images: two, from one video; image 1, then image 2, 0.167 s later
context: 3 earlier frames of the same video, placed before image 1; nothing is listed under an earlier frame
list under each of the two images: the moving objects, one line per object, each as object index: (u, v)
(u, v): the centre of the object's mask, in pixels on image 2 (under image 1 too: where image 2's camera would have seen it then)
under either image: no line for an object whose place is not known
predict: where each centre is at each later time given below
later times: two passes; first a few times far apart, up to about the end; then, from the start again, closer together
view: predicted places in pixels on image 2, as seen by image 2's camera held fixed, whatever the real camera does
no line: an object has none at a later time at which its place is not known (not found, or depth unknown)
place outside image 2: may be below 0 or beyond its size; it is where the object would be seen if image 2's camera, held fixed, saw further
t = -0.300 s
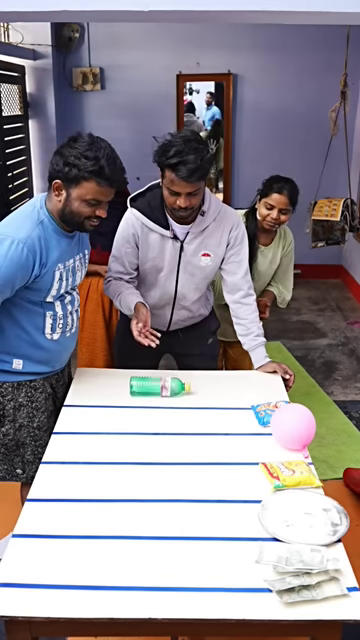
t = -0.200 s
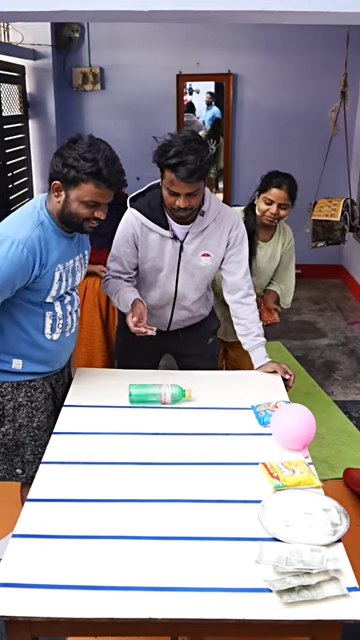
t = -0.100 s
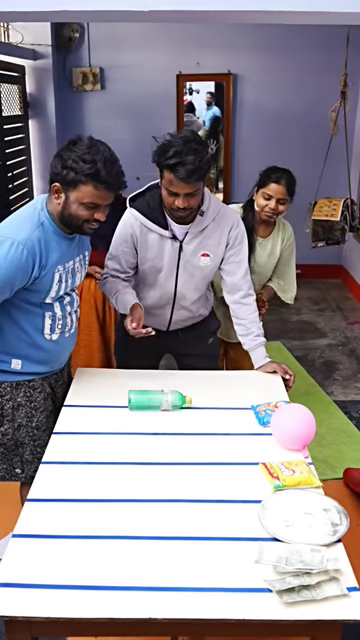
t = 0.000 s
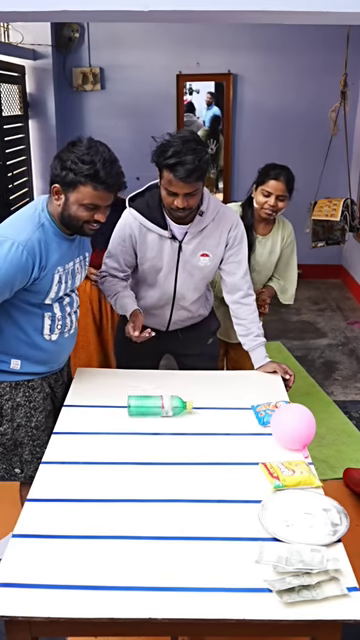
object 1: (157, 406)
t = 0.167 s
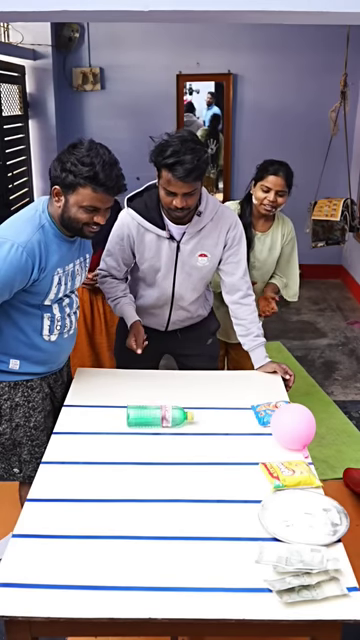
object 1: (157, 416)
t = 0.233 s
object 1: (157, 419)
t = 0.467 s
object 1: (157, 433)
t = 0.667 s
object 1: (157, 444)
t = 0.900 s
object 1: (158, 454)
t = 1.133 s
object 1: (158, 465)
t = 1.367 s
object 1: (158, 473)
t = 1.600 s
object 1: (159, 479)
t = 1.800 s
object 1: (160, 482)
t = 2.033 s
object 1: (159, 486)
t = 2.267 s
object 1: (159, 488)
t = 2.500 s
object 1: (159, 491)
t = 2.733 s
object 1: (159, 494)
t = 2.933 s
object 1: (160, 499)
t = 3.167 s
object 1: (160, 504)
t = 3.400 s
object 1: (160, 507)
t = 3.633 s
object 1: (161, 509)
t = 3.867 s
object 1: (160, 511)
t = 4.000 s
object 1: (160, 511)
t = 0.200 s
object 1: (157, 417)
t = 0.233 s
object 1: (157, 419)
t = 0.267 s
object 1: (157, 422)
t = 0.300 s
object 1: (157, 424)
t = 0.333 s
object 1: (157, 427)
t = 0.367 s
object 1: (157, 429)
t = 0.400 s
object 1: (157, 431)
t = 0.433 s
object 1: (157, 432)
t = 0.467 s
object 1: (157, 433)
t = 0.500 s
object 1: (157, 435)
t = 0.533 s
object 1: (158, 437)
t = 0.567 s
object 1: (158, 439)
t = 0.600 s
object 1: (158, 440)
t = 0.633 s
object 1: (157, 443)
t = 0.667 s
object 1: (157, 444)
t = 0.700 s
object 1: (157, 444)
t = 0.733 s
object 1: (158, 446)
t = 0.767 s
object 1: (158, 447)
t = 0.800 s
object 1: (158, 449)
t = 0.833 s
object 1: (158, 451)
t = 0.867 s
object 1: (158, 453)
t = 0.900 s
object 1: (158, 454)
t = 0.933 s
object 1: (157, 456)
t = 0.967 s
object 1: (157, 457)
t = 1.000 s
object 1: (157, 458)
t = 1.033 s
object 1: (158, 460)
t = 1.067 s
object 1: (158, 461)
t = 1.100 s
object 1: (158, 463)
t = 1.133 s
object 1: (158, 465)
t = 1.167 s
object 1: (158, 467)
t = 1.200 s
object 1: (158, 467)
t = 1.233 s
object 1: (158, 469)
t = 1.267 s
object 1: (159, 470)
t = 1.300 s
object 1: (159, 471)
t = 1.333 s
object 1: (159, 471)
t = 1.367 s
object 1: (158, 473)
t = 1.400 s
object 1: (158, 474)
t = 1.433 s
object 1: (158, 476)
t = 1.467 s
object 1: (159, 476)
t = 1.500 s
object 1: (159, 477)
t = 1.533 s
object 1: (159, 478)
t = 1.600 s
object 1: (159, 479)
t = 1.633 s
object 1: (159, 480)
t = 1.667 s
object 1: (159, 481)
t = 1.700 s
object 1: (159, 481)
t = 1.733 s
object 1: (160, 482)
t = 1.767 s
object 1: (160, 482)
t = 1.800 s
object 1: (160, 482)
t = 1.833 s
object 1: (159, 482)
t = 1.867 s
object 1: (159, 482)
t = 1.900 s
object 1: (159, 483)
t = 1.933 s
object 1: (159, 485)
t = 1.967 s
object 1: (159, 485)
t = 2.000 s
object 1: (159, 485)
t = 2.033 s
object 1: (159, 486)
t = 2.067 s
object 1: (159, 486)
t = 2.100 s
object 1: (159, 486)
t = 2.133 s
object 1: (159, 487)
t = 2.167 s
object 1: (159, 487)
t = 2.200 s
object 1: (159, 487)
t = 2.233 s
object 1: (159, 488)
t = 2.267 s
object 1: (159, 488)
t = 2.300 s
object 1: (159, 488)
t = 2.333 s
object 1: (159, 488)
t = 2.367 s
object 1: (159, 489)
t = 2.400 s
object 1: (159, 489)
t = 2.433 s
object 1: (159, 490)
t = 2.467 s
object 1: (159, 490)
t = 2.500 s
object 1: (159, 491)
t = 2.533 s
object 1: (158, 491)
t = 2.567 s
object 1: (159, 491)
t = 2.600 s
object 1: (159, 491)
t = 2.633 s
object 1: (159, 492)
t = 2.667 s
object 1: (159, 492)
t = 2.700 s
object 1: (159, 493)
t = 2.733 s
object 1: (159, 494)
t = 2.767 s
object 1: (159, 495)
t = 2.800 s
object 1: (159, 496)
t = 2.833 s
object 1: (159, 497)
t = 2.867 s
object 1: (159, 497)
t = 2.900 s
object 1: (160, 498)
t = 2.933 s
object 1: (160, 499)
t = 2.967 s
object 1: (160, 500)
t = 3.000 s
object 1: (160, 501)
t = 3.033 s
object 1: (160, 502)
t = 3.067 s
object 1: (160, 502)
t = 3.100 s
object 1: (160, 503)
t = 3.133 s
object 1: (160, 503)
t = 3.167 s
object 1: (160, 504)
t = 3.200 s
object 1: (160, 504)
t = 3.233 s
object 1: (160, 505)
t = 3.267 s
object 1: (160, 506)
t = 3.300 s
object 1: (160, 506)
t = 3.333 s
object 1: (160, 507)
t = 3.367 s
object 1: (160, 507)
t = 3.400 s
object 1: (160, 507)
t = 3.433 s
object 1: (160, 508)
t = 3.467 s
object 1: (160, 508)
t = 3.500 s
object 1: (160, 508)
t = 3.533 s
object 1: (160, 509)
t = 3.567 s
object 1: (160, 509)
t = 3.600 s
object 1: (160, 509)
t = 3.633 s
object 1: (161, 509)
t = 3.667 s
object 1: (160, 510)
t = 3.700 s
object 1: (160, 510)
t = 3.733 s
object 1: (160, 510)
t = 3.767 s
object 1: (160, 510)
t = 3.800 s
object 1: (160, 510)
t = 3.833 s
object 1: (161, 510)
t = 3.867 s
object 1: (160, 511)
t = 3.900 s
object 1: (161, 511)
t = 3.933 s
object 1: (160, 511)
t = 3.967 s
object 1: (160, 511)
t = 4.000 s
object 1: (160, 511)
